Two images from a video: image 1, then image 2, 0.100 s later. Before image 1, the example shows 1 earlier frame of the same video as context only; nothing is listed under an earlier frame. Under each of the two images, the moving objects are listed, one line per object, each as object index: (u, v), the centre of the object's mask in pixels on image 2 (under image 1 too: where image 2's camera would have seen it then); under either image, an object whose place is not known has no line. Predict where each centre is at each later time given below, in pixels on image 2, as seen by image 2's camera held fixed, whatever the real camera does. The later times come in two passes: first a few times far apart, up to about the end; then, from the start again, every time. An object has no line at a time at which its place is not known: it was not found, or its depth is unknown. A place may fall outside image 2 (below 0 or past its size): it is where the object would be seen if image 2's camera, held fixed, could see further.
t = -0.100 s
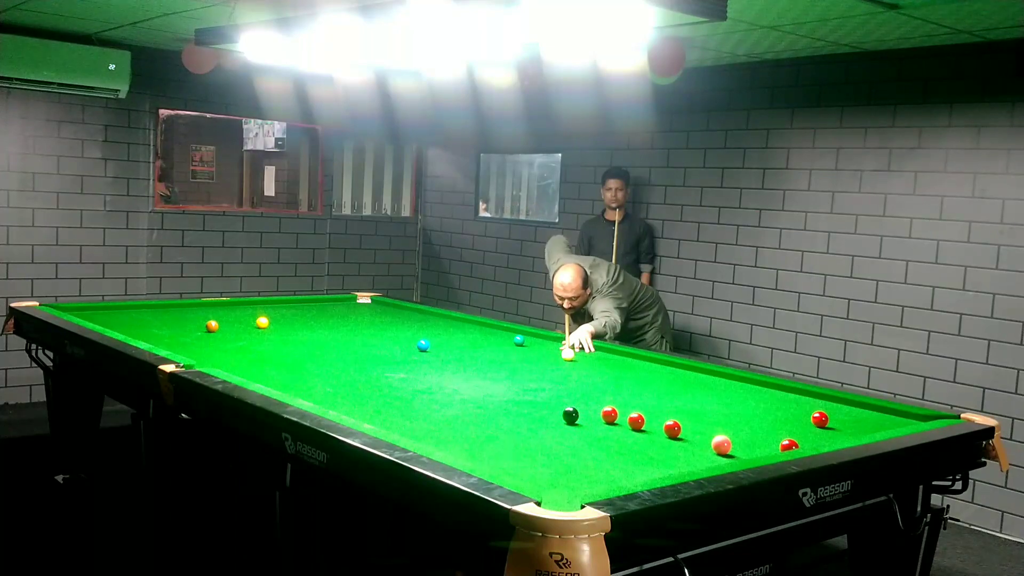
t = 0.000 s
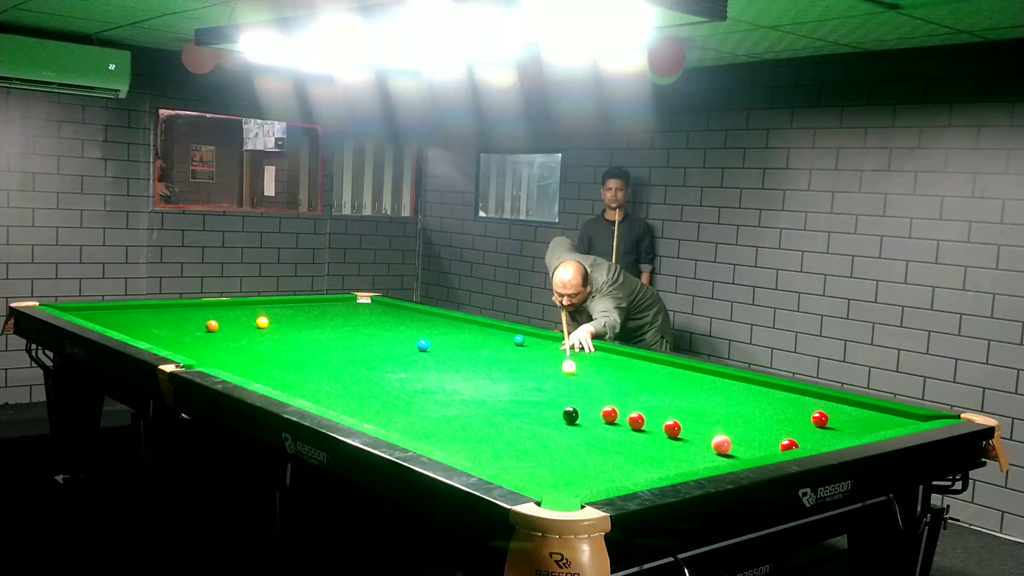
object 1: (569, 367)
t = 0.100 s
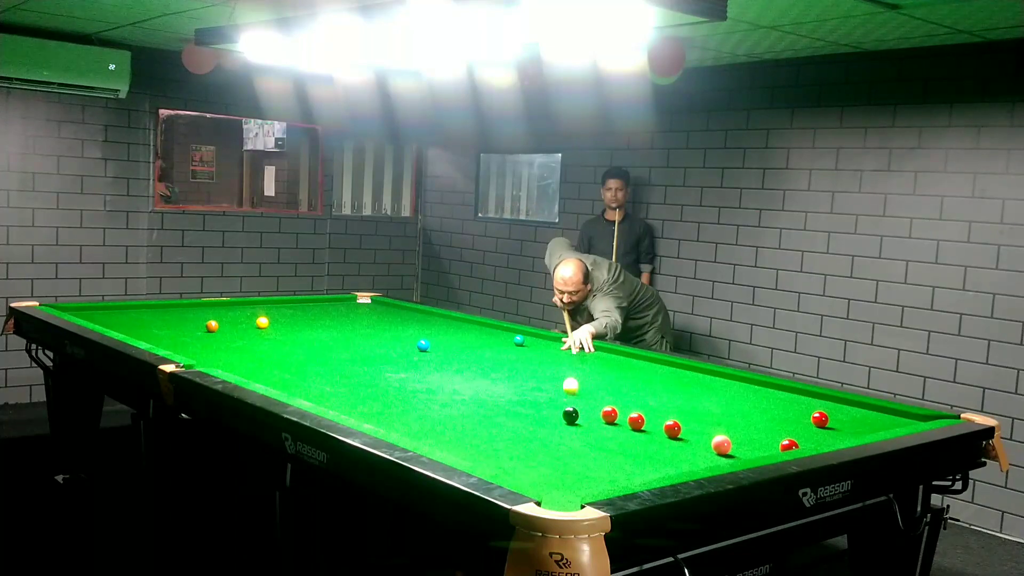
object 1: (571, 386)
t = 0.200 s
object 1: (573, 404)
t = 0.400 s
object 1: (590, 412)
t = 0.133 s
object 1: (571, 392)
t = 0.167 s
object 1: (572, 399)
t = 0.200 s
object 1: (573, 404)
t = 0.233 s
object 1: (576, 410)
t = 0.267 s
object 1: (579, 412)
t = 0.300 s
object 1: (582, 412)
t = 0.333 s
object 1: (585, 412)
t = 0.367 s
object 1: (588, 412)
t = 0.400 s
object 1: (590, 412)
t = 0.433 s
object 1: (592, 411)
